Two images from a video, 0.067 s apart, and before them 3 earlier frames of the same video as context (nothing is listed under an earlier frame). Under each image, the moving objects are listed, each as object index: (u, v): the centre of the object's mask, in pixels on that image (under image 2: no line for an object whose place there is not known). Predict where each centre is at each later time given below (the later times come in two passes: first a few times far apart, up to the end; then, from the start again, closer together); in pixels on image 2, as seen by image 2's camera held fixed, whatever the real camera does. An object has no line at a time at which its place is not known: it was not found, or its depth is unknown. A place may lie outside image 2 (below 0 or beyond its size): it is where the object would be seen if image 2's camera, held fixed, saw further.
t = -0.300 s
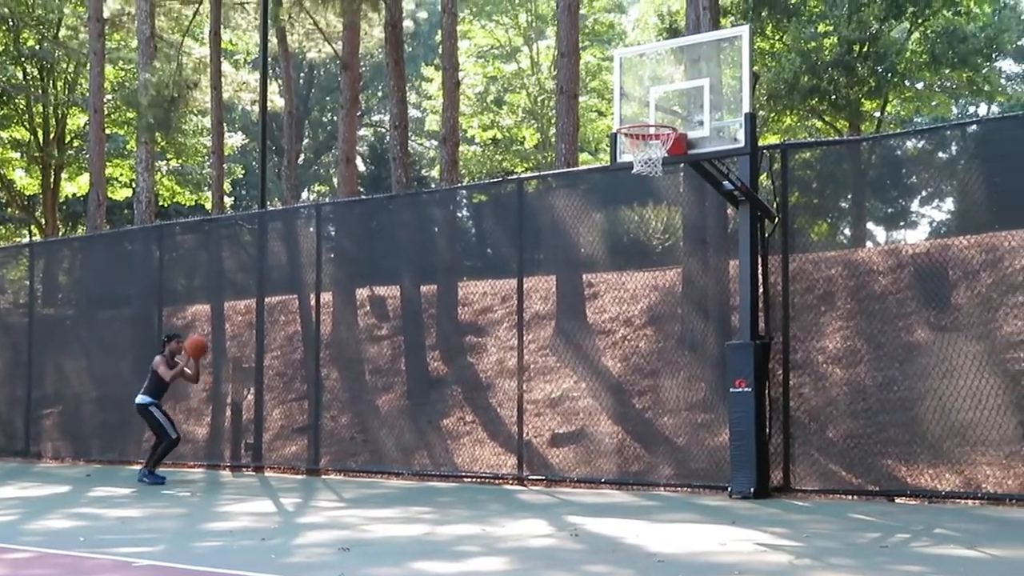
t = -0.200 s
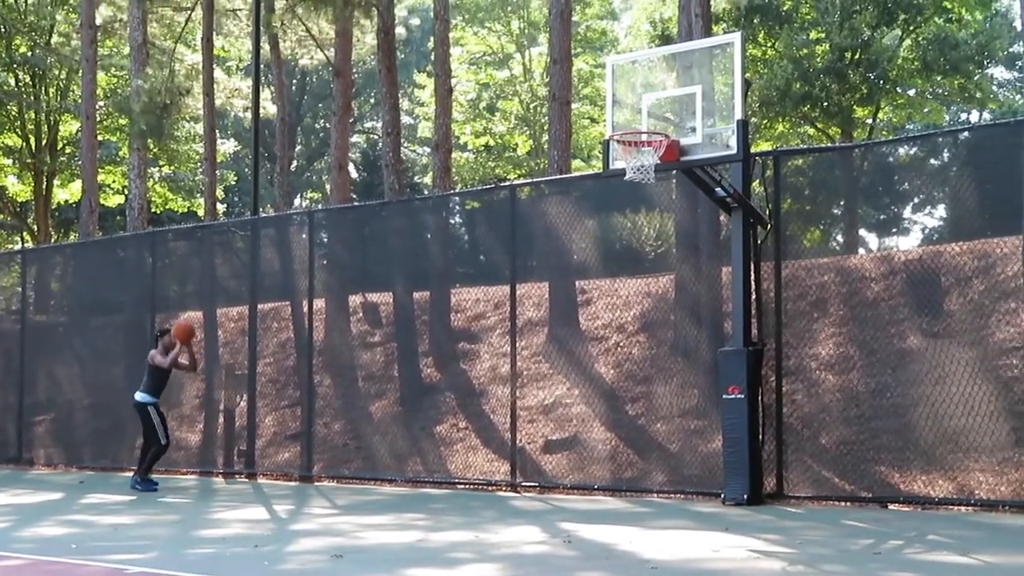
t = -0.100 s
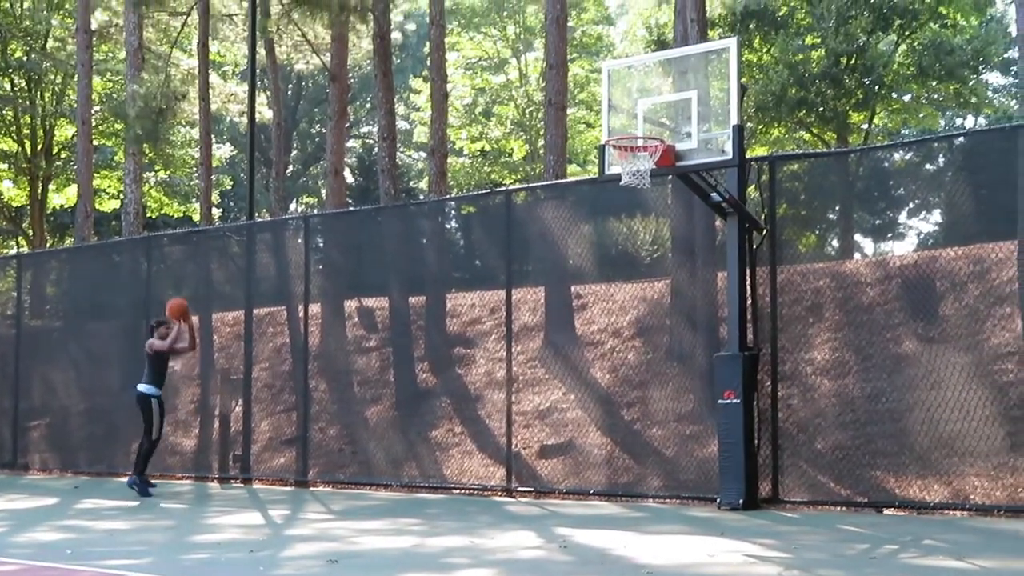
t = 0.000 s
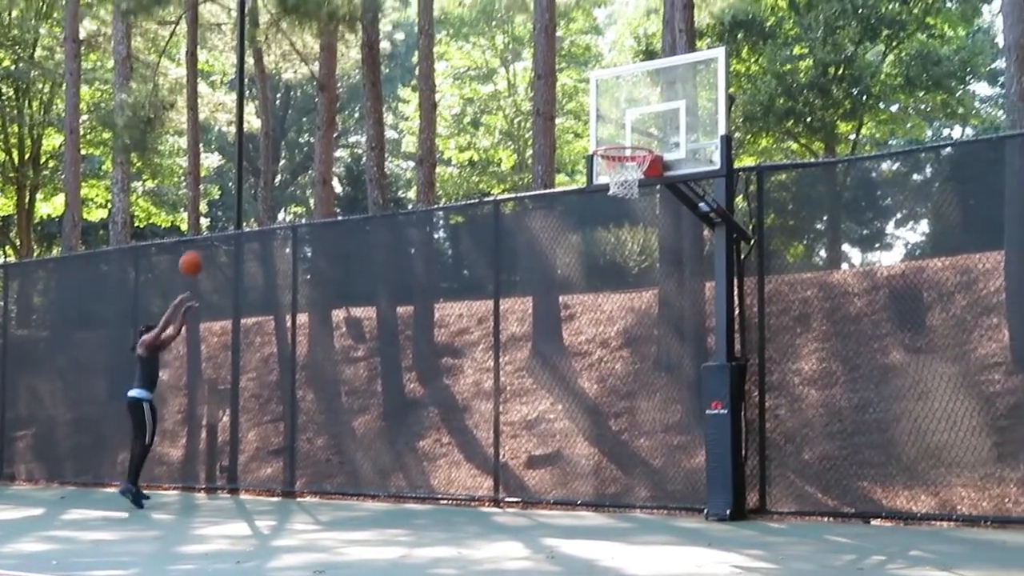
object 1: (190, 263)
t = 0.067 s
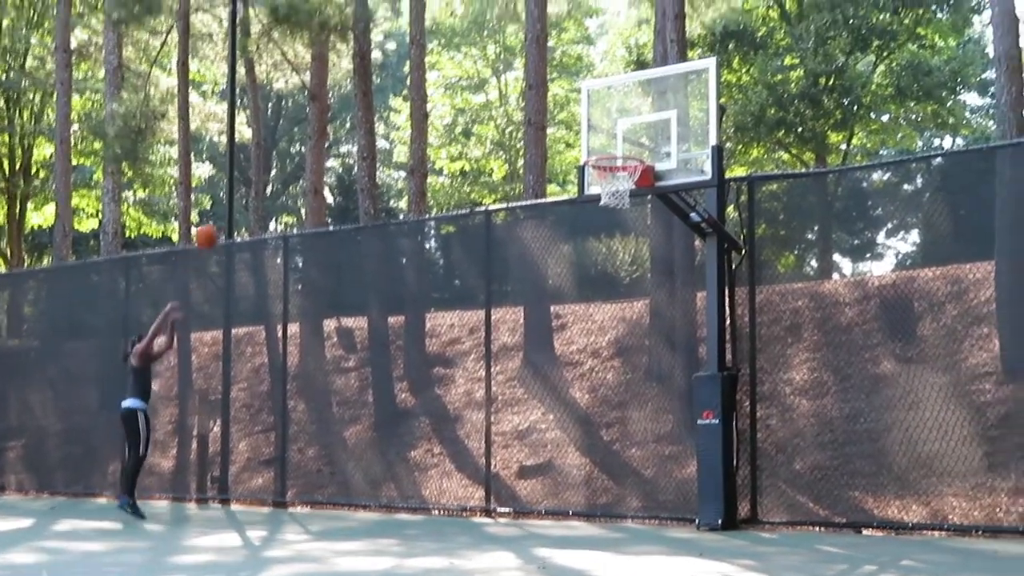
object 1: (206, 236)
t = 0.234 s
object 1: (262, 166)
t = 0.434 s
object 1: (332, 105)
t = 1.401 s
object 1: (373, 179)
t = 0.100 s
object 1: (217, 219)
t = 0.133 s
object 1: (228, 206)
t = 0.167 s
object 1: (238, 193)
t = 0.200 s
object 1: (251, 180)
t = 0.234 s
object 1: (262, 166)
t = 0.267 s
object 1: (274, 154)
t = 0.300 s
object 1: (284, 143)
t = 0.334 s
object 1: (296, 131)
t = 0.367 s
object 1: (307, 121)
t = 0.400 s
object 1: (320, 113)
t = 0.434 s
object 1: (332, 105)
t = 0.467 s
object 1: (345, 97)
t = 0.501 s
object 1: (357, 92)
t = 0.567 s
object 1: (384, 86)
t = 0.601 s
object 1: (396, 84)
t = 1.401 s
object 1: (373, 179)
